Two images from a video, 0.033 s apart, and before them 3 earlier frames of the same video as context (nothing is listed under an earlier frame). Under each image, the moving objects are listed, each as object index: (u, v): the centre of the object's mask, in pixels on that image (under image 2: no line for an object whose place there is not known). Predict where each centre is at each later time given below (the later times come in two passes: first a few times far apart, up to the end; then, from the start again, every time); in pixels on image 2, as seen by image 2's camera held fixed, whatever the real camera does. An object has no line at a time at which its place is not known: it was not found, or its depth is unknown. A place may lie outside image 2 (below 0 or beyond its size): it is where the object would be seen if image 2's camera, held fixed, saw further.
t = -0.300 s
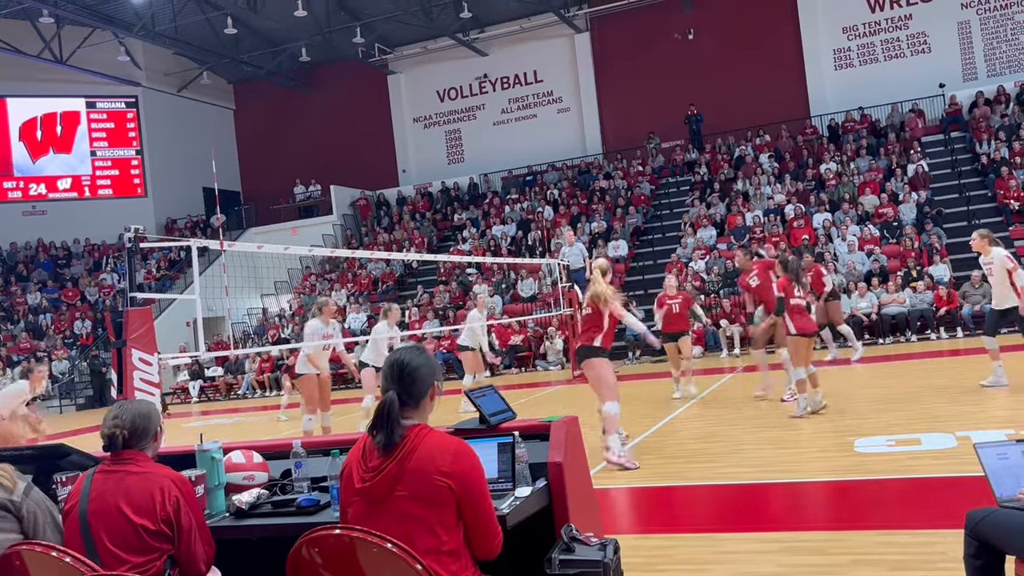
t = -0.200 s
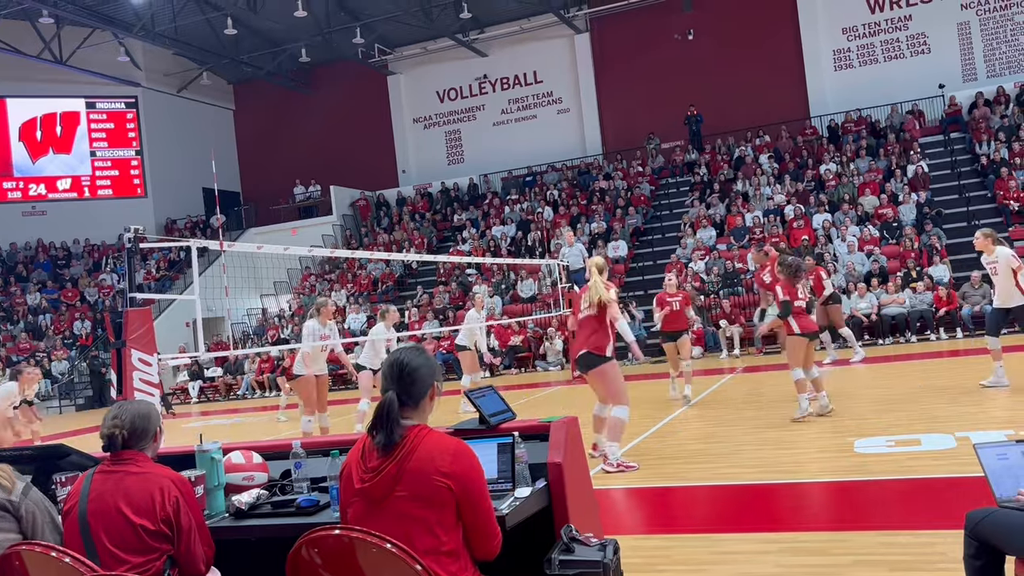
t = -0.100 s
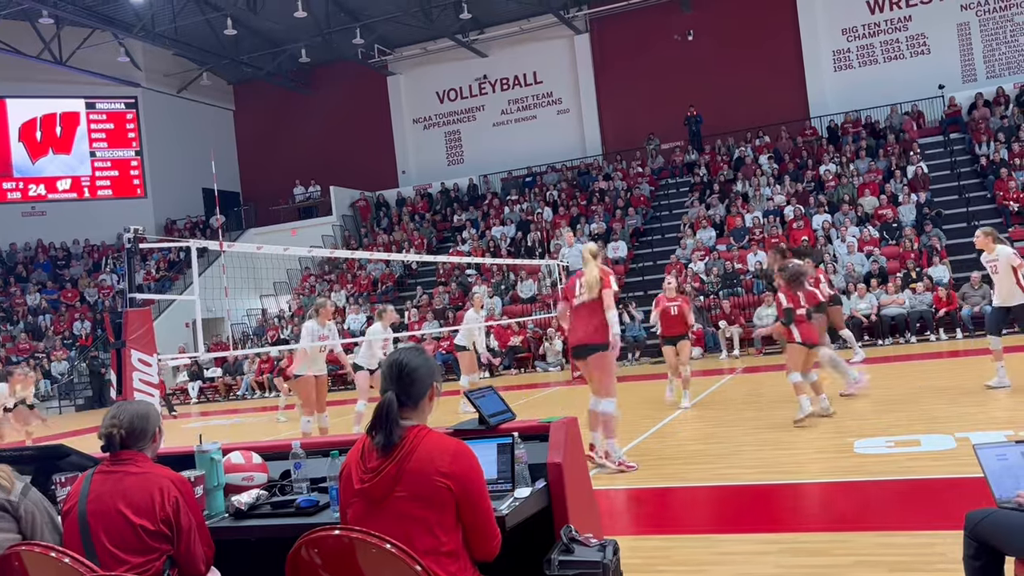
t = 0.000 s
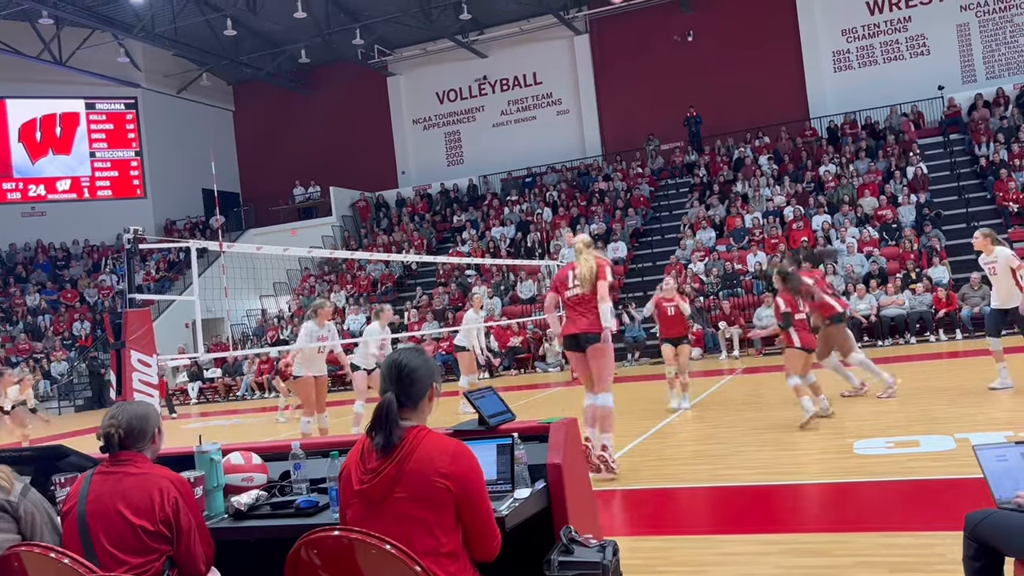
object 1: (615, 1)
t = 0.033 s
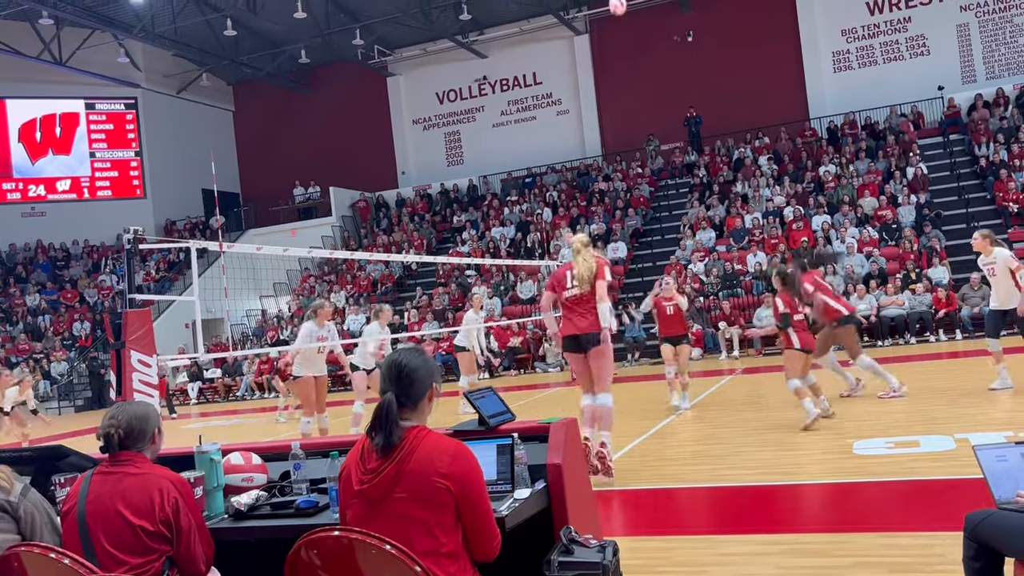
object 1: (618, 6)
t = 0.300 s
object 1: (632, 128)
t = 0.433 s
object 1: (642, 211)
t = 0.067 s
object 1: (619, 15)
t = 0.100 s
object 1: (620, 28)
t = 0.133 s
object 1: (622, 43)
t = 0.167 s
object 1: (624, 58)
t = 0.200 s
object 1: (626, 72)
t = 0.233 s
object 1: (628, 91)
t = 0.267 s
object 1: (630, 109)
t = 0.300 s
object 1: (632, 128)
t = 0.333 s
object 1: (635, 147)
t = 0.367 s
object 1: (637, 167)
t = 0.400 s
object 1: (640, 190)
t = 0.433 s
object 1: (642, 211)
